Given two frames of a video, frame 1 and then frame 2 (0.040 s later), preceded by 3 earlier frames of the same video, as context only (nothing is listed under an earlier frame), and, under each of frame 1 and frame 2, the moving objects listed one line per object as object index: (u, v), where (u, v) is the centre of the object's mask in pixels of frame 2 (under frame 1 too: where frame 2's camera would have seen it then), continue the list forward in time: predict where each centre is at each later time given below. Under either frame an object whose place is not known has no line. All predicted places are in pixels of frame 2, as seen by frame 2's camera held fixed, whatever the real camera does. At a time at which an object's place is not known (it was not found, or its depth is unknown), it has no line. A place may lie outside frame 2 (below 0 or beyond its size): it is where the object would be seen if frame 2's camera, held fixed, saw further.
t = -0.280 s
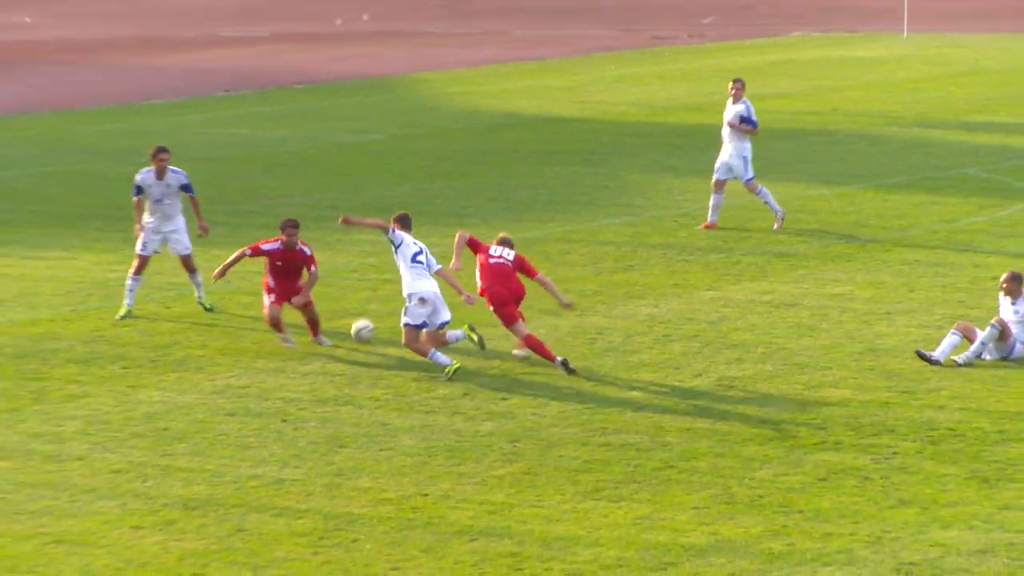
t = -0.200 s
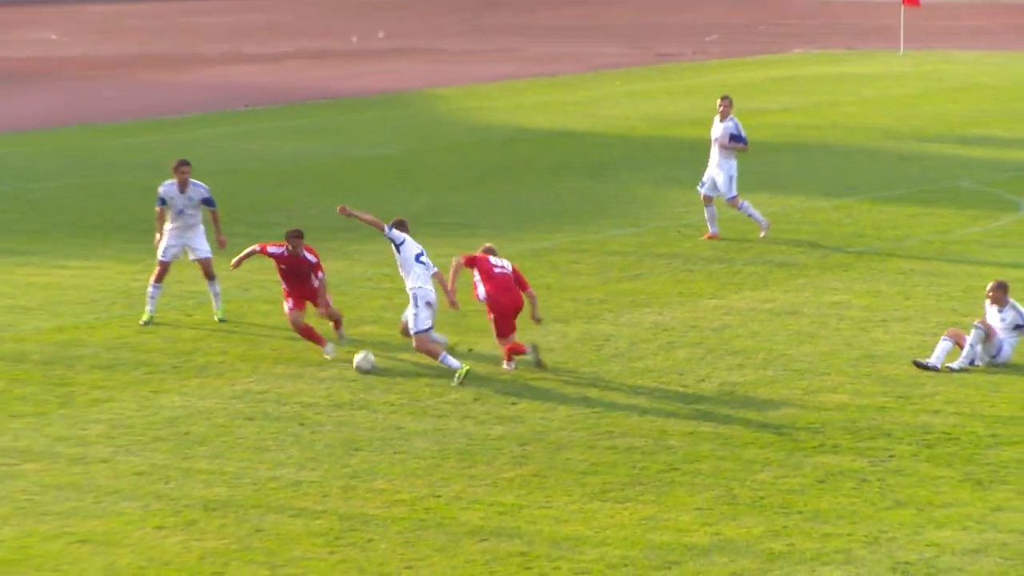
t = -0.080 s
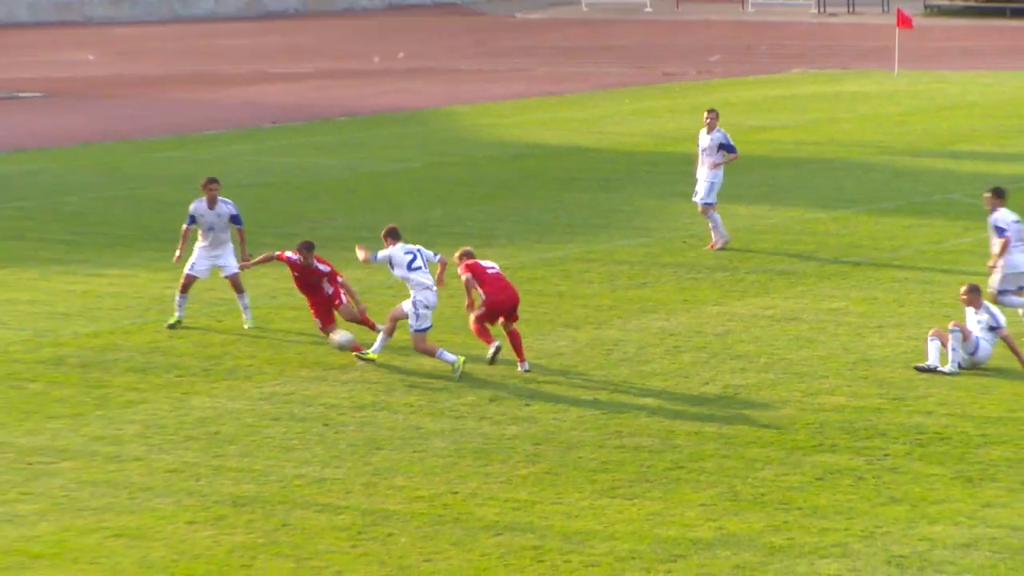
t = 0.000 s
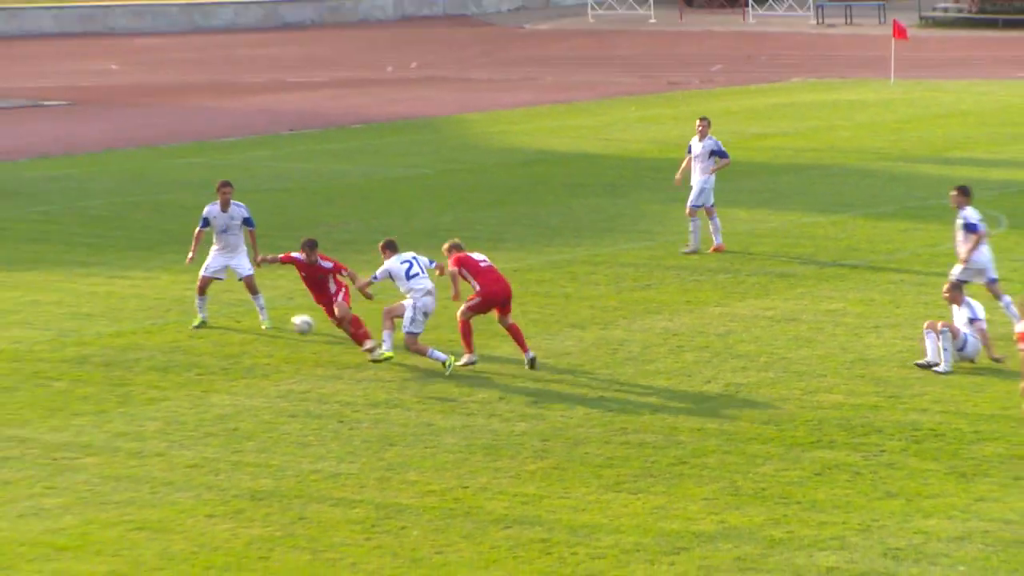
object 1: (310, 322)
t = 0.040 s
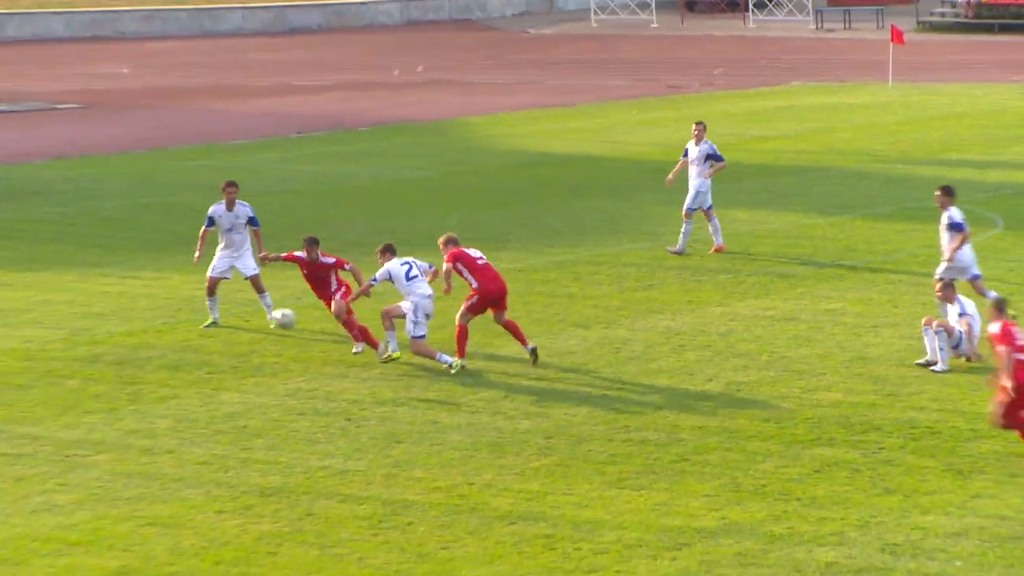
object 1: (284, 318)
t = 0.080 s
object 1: (257, 314)
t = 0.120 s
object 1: (232, 311)
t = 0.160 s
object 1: (206, 310)
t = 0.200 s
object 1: (180, 311)
